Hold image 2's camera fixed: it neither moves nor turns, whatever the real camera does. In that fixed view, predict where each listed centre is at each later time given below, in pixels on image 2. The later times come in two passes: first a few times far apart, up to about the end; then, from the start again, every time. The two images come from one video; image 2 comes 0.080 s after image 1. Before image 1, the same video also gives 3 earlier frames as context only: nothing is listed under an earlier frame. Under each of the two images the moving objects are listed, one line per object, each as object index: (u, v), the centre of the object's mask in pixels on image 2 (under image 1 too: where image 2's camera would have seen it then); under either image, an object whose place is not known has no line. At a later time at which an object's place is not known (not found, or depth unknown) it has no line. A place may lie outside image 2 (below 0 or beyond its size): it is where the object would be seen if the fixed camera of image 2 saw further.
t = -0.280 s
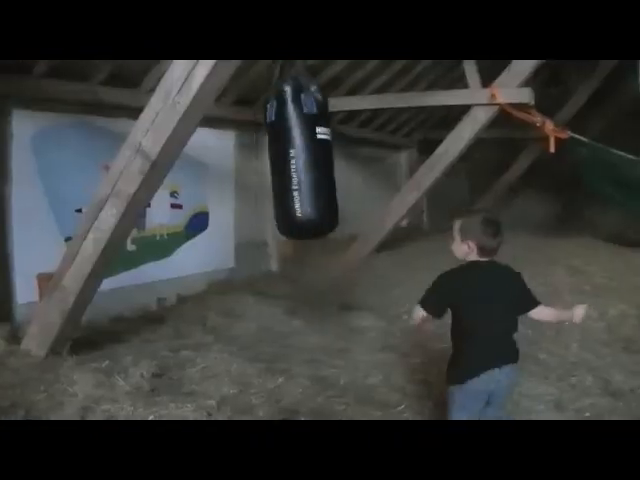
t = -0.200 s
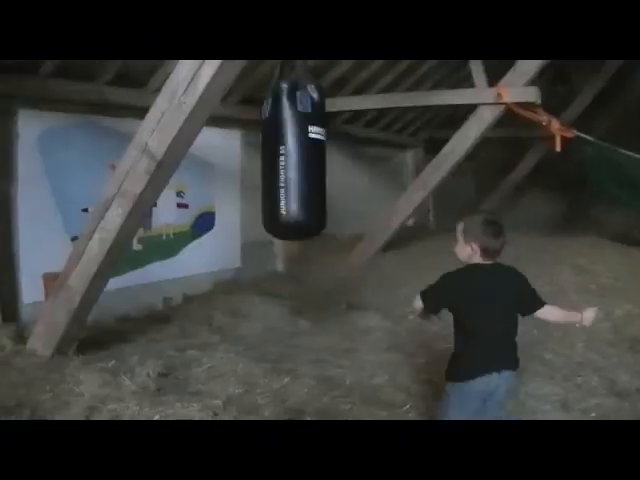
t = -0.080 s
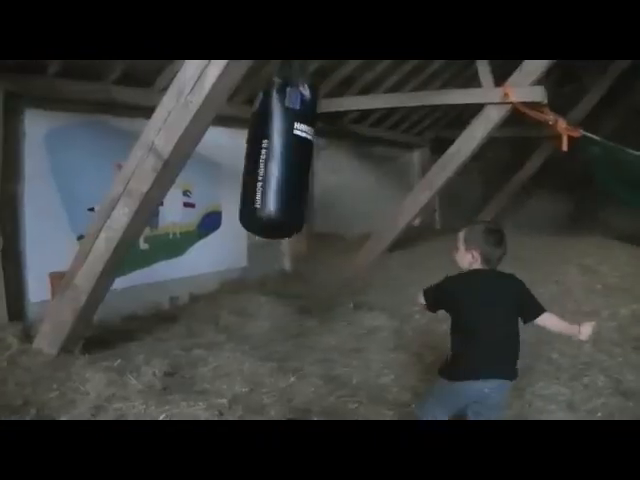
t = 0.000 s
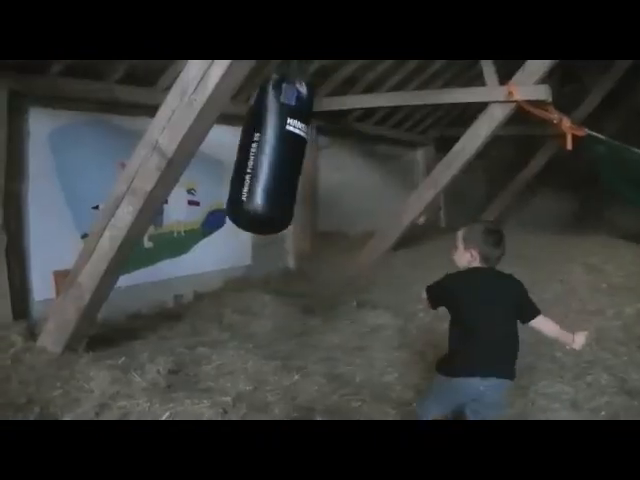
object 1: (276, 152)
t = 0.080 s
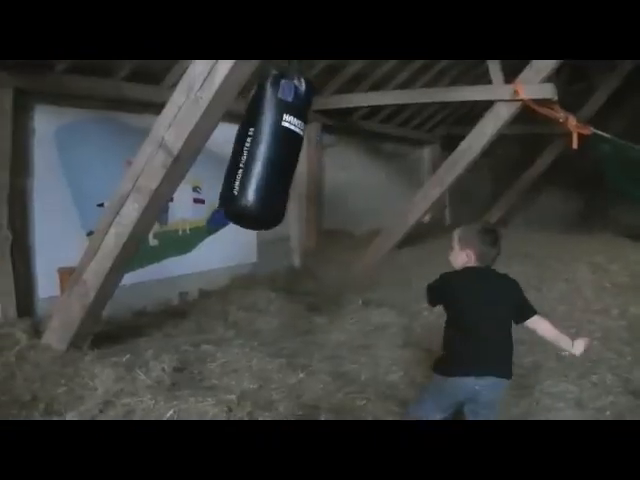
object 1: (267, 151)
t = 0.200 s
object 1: (261, 149)
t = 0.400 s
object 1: (268, 153)
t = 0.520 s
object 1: (284, 160)
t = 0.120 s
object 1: (263, 151)
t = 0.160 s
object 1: (261, 150)
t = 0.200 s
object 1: (261, 149)
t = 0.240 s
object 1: (260, 151)
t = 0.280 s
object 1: (260, 151)
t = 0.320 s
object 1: (261, 152)
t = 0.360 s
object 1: (264, 154)
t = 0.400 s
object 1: (268, 153)
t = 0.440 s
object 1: (273, 156)
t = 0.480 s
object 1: (278, 158)
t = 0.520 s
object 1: (284, 160)
